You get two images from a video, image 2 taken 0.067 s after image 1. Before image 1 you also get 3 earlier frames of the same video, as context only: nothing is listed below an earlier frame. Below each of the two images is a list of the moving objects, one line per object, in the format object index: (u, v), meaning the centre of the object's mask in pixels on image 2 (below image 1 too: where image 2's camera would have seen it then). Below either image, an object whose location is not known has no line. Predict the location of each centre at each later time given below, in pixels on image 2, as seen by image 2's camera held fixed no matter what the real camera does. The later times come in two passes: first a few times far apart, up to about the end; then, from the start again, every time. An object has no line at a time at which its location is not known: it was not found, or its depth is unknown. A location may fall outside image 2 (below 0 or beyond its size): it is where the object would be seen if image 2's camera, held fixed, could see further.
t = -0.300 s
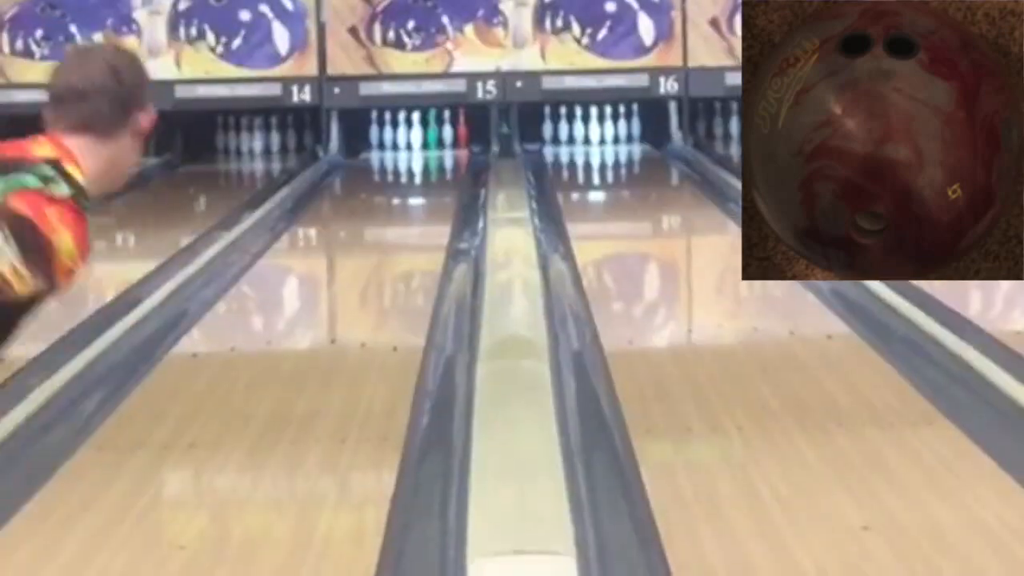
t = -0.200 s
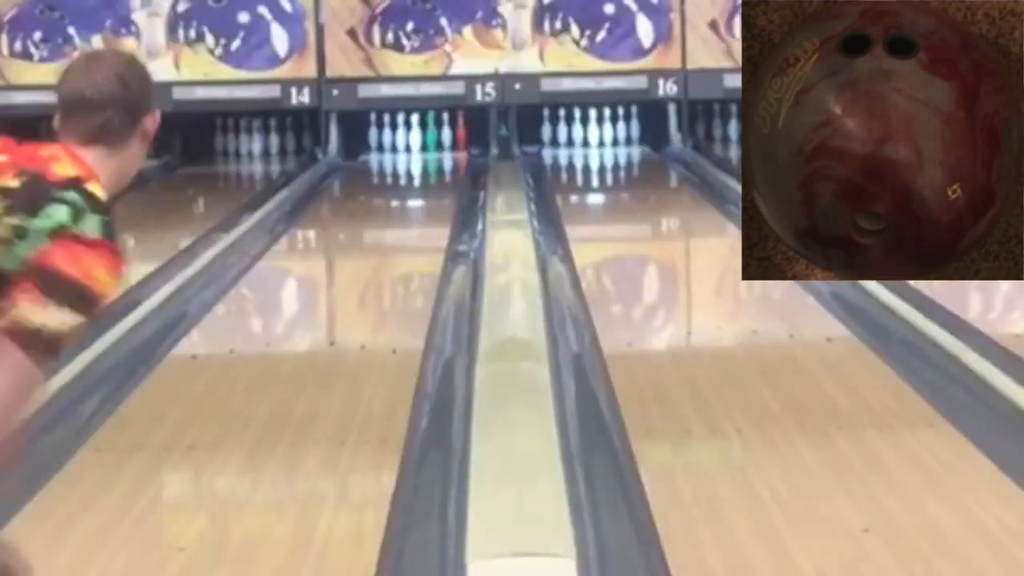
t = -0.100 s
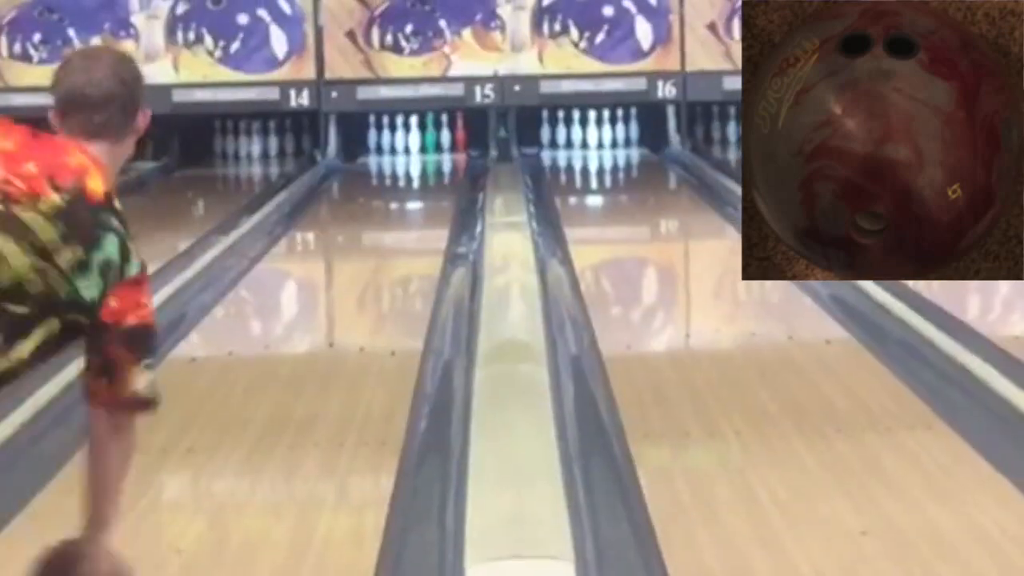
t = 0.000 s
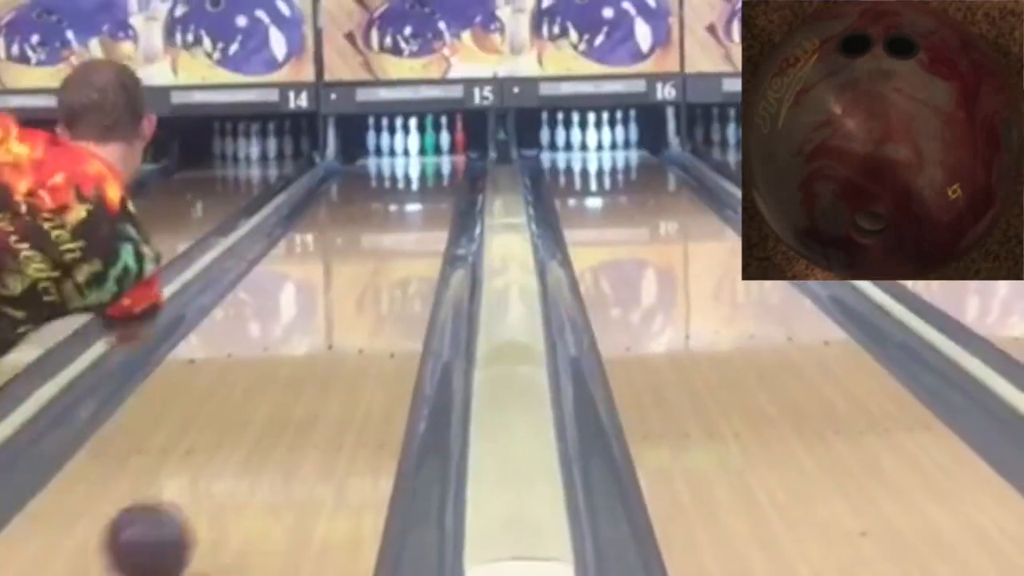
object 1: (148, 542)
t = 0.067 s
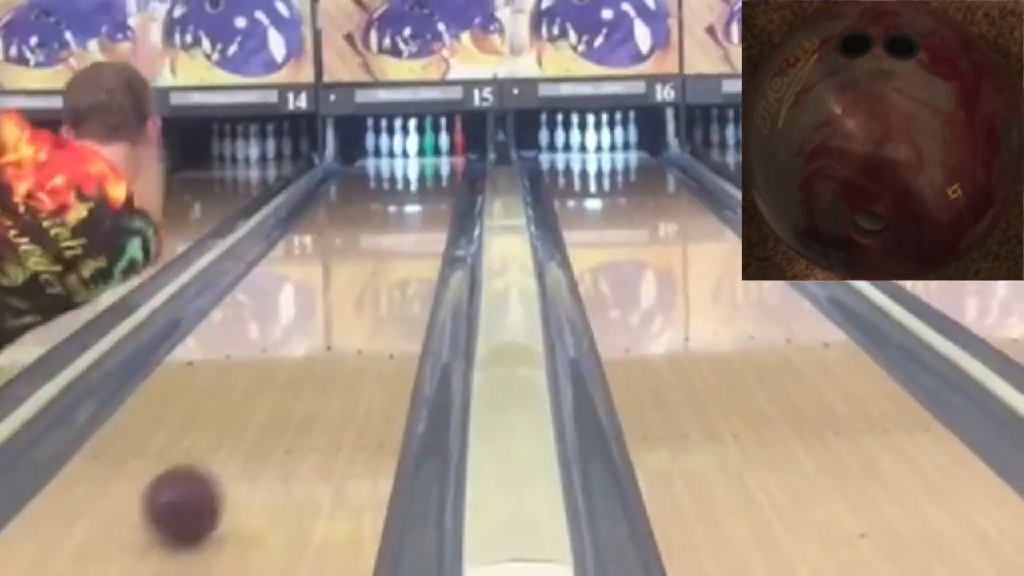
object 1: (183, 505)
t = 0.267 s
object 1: (261, 412)
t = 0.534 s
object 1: (329, 329)
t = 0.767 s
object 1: (368, 283)
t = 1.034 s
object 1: (398, 245)
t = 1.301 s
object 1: (418, 217)
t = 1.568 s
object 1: (432, 196)
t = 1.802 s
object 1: (437, 181)
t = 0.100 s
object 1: (199, 486)
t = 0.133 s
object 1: (213, 469)
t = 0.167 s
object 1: (227, 453)
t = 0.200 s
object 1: (239, 439)
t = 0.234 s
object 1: (251, 424)
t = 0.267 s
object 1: (261, 412)
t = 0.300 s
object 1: (272, 400)
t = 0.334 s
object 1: (282, 389)
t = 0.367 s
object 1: (291, 378)
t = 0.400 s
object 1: (300, 367)
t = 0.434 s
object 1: (307, 357)
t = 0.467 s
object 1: (315, 347)
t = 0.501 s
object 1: (322, 338)
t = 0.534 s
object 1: (329, 329)
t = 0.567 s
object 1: (335, 322)
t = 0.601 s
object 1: (341, 314)
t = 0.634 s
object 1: (347, 307)
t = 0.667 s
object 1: (353, 301)
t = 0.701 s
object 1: (358, 294)
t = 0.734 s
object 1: (363, 288)
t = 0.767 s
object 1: (368, 283)
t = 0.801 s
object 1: (372, 278)
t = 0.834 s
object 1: (376, 273)
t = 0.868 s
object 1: (380, 267)
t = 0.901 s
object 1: (384, 262)
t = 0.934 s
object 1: (388, 257)
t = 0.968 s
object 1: (392, 253)
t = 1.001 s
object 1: (395, 249)
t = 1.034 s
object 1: (398, 245)
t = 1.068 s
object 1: (401, 241)
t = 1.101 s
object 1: (404, 237)
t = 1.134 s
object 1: (407, 234)
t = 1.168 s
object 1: (410, 230)
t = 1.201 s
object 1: (412, 227)
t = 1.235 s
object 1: (414, 222)
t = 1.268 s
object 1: (416, 220)
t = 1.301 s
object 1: (418, 217)
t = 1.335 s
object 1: (421, 214)
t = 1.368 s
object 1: (423, 211)
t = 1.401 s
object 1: (425, 209)
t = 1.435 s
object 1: (426, 209)
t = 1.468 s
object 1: (429, 204)
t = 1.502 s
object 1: (430, 202)
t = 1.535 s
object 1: (431, 199)
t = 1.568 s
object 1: (432, 196)
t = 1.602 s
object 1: (433, 194)
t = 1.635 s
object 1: (433, 194)
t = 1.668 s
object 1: (437, 190)
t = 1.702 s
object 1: (436, 185)
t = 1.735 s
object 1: (437, 184)
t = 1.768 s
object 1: (437, 183)
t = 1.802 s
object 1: (437, 181)
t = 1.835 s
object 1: (439, 177)
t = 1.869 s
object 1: (438, 176)
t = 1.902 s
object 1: (441, 173)
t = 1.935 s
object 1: (442, 173)
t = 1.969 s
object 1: (442, 173)
